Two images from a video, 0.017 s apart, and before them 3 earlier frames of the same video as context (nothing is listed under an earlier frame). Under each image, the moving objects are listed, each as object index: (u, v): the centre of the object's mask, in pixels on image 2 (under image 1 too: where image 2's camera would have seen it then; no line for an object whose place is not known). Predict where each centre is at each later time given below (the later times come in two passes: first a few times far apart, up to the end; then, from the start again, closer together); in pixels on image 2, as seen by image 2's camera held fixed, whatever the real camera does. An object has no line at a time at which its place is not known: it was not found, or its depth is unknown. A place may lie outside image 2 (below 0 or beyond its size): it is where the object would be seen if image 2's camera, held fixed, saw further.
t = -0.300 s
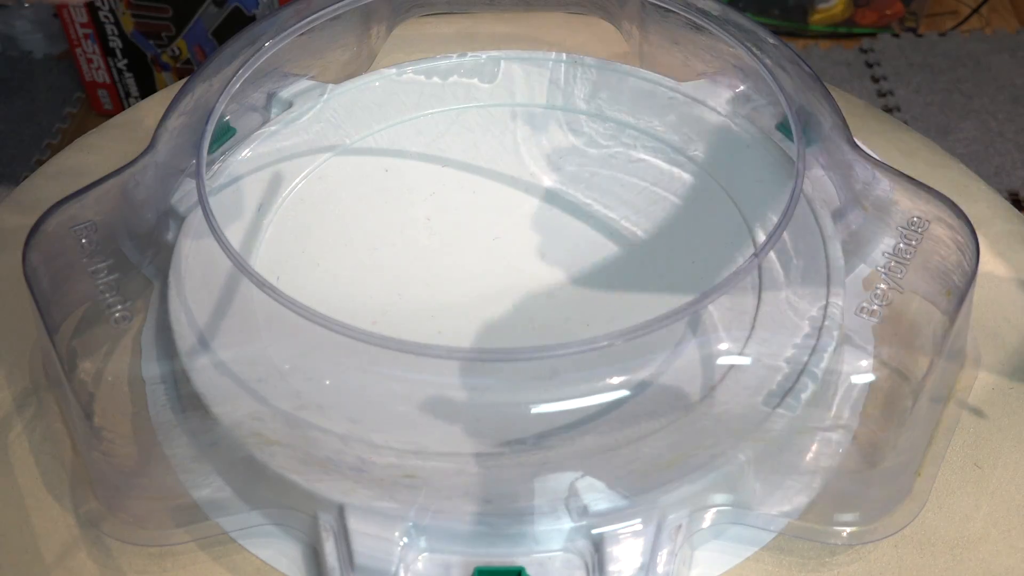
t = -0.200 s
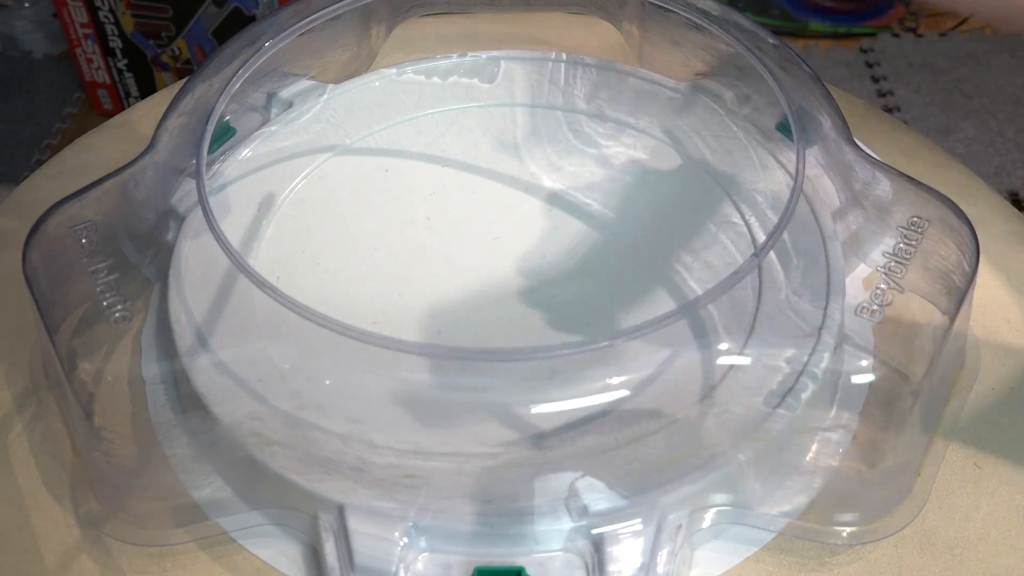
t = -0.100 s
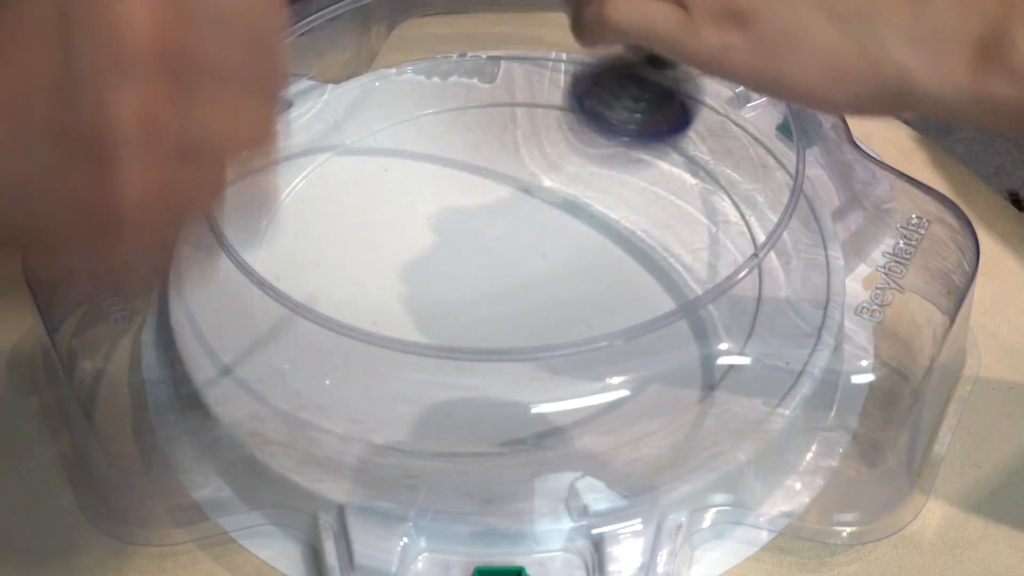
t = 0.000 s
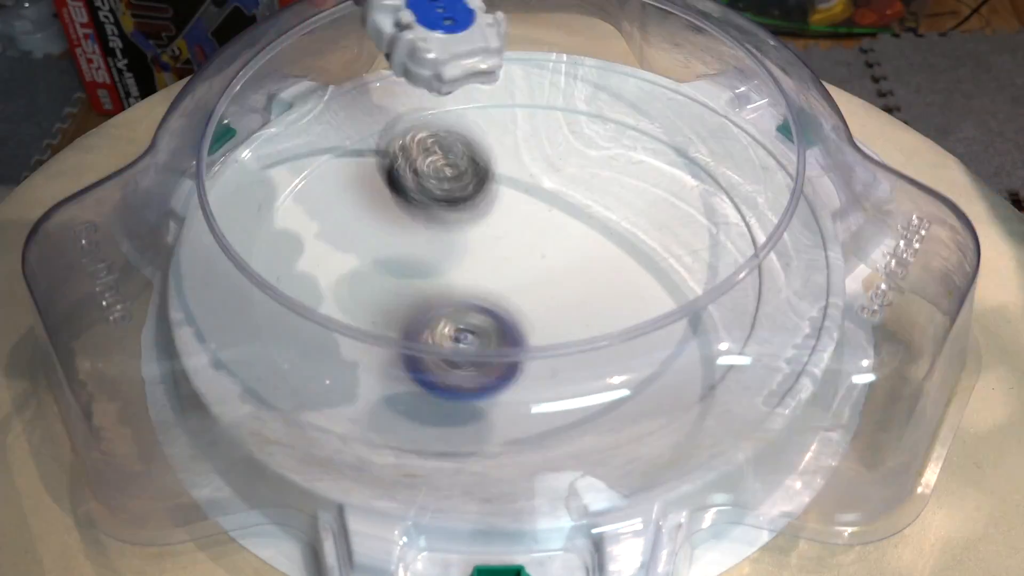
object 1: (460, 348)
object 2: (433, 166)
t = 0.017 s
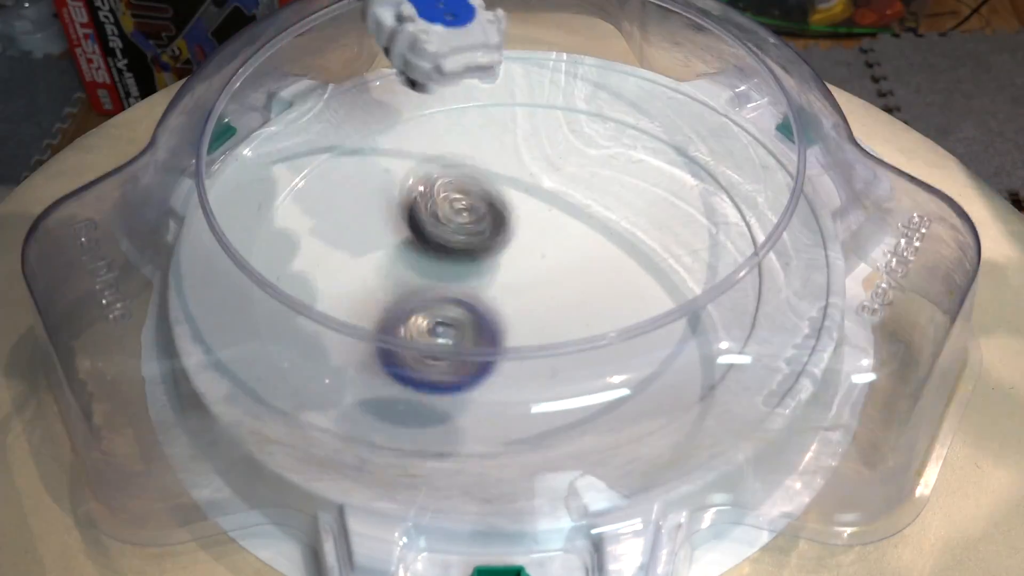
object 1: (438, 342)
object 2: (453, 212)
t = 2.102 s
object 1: (603, 92)
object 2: (710, 392)
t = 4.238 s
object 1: (412, 329)
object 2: (314, 135)
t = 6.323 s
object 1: (442, 209)
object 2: (406, 330)
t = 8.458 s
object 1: (460, 178)
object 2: (624, 382)
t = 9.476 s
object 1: (426, 203)
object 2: (637, 200)
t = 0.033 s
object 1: (413, 336)
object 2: (471, 196)
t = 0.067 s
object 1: (365, 348)
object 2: (503, 157)
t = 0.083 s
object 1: (342, 358)
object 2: (521, 138)
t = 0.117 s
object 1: (307, 371)
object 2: (555, 119)
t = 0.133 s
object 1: (303, 358)
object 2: (573, 116)
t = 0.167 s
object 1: (300, 340)
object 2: (605, 119)
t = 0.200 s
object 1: (305, 315)
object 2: (636, 141)
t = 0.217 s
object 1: (308, 301)
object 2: (651, 159)
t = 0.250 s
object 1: (317, 274)
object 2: (670, 159)
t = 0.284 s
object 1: (327, 245)
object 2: (682, 161)
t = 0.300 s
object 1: (333, 229)
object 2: (686, 170)
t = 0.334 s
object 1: (346, 201)
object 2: (695, 191)
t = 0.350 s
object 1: (353, 187)
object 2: (696, 197)
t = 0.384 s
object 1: (374, 160)
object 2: (696, 216)
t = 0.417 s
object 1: (399, 139)
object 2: (688, 239)
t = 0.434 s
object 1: (414, 130)
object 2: (682, 249)
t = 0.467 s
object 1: (446, 119)
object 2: (666, 269)
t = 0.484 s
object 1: (464, 114)
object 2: (656, 279)
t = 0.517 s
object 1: (499, 109)
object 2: (640, 313)
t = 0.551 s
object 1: (537, 112)
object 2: (612, 340)
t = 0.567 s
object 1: (556, 114)
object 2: (593, 353)
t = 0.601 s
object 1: (593, 124)
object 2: (558, 374)
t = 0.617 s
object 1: (610, 131)
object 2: (536, 384)
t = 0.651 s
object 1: (646, 151)
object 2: (491, 404)
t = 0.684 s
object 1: (676, 172)
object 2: (441, 411)
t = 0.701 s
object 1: (688, 184)
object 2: (416, 410)
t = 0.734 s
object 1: (711, 213)
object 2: (377, 395)
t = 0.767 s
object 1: (728, 245)
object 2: (343, 375)
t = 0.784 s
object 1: (735, 263)
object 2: (330, 356)
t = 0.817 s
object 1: (736, 298)
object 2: (302, 326)
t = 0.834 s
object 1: (735, 317)
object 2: (290, 310)
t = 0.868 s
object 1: (705, 351)
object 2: (282, 272)
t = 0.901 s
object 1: (665, 383)
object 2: (281, 239)
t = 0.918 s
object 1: (640, 395)
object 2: (282, 221)
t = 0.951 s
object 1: (578, 414)
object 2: (297, 189)
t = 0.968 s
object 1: (544, 418)
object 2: (307, 175)
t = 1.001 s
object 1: (477, 422)
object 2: (333, 147)
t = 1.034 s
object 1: (405, 416)
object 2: (366, 125)
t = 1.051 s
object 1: (376, 401)
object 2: (383, 115)
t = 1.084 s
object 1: (321, 370)
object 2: (425, 99)
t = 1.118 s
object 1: (280, 328)
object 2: (466, 86)
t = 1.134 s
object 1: (271, 303)
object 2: (489, 83)
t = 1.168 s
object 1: (258, 255)
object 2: (538, 85)
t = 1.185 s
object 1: (264, 230)
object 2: (564, 88)
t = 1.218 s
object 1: (283, 186)
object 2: (613, 99)
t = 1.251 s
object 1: (314, 146)
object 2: (664, 123)
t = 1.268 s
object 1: (336, 128)
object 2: (684, 135)
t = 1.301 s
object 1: (391, 103)
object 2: (721, 174)
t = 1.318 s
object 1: (420, 89)
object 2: (735, 200)
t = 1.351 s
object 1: (484, 77)
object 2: (745, 249)
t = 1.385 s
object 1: (552, 79)
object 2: (730, 303)
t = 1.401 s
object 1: (588, 85)
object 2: (712, 333)
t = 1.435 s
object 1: (657, 108)
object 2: (661, 379)
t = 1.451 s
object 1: (691, 125)
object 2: (621, 397)
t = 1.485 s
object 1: (741, 176)
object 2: (531, 416)
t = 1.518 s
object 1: (761, 238)
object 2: (438, 415)
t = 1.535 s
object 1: (757, 274)
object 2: (396, 403)
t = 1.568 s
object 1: (719, 349)
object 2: (322, 372)
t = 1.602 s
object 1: (650, 405)
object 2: (272, 333)
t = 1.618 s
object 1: (608, 432)
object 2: (265, 299)
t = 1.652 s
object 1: (510, 453)
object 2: (256, 241)
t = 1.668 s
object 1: (465, 453)
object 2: (261, 216)
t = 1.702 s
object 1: (372, 434)
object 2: (283, 166)
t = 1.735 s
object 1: (298, 399)
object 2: (326, 125)
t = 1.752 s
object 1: (266, 380)
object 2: (354, 110)
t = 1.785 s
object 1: (209, 335)
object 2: (419, 84)
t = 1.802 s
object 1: (190, 312)
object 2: (455, 76)
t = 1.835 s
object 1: (183, 261)
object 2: (532, 71)
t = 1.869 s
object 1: (222, 231)
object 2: (607, 88)
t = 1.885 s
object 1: (246, 221)
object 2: (642, 100)
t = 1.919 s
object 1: (299, 198)
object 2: (703, 138)
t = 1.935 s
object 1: (324, 185)
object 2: (729, 166)
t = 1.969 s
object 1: (379, 160)
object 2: (755, 223)
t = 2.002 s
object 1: (434, 140)
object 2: (767, 283)
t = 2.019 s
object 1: (462, 131)
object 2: (772, 314)
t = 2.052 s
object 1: (519, 114)
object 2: (773, 363)
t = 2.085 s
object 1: (576, 99)
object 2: (735, 394)
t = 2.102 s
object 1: (603, 92)
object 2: (710, 392)
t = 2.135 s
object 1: (654, 90)
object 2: (663, 388)
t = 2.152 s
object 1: (682, 96)
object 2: (637, 388)
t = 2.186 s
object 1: (715, 117)
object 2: (586, 390)
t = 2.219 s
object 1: (744, 154)
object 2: (534, 376)
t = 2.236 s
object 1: (759, 172)
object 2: (508, 368)
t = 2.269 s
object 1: (787, 207)
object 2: (461, 346)
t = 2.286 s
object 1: (795, 228)
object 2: (439, 331)
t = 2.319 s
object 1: (806, 276)
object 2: (407, 300)
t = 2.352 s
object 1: (800, 318)
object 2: (381, 270)
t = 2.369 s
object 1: (795, 341)
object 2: (371, 253)
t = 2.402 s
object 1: (752, 382)
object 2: (359, 221)
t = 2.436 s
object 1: (700, 404)
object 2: (354, 190)
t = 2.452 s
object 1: (670, 404)
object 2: (357, 174)
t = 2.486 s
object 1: (598, 402)
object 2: (362, 147)
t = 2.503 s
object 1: (566, 403)
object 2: (368, 133)
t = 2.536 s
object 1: (496, 389)
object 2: (383, 108)
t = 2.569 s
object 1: (436, 372)
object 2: (412, 96)
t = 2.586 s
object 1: (408, 359)
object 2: (428, 96)
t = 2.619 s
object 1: (361, 327)
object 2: (463, 100)
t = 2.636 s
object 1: (343, 308)
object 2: (481, 100)
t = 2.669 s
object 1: (313, 270)
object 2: (519, 105)
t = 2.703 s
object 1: (296, 233)
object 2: (557, 108)
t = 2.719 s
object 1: (291, 215)
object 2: (575, 109)
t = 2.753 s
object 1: (288, 176)
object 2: (612, 115)
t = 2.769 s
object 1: (296, 160)
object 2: (632, 117)
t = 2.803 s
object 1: (319, 133)
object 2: (666, 124)
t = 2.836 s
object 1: (350, 110)
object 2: (689, 144)
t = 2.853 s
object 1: (369, 98)
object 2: (697, 159)
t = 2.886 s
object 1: (413, 87)
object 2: (710, 189)
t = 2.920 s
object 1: (462, 81)
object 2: (715, 222)
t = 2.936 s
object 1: (487, 78)
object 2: (712, 239)
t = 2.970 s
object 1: (542, 82)
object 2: (700, 274)
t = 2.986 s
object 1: (570, 85)
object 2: (690, 290)
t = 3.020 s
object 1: (629, 102)
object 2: (660, 318)
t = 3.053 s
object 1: (680, 129)
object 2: (619, 347)
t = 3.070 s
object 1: (697, 145)
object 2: (591, 362)
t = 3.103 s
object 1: (733, 182)
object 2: (544, 368)
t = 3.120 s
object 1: (740, 203)
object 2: (516, 369)
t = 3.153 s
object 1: (749, 247)
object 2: (461, 371)
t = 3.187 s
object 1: (747, 288)
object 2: (412, 361)
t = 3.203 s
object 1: (739, 311)
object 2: (388, 352)
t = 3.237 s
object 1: (709, 352)
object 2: (347, 327)
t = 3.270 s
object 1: (659, 390)
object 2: (314, 302)
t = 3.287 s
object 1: (628, 403)
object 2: (299, 286)
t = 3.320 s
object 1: (557, 423)
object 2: (280, 253)
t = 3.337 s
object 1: (514, 428)
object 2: (276, 236)
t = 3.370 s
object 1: (429, 422)
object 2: (267, 205)
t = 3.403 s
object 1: (356, 400)
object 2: (280, 174)
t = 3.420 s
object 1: (325, 382)
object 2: (290, 162)
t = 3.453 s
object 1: (274, 335)
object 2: (316, 130)
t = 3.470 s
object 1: (259, 307)
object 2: (331, 121)
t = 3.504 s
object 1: (247, 252)
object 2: (373, 105)
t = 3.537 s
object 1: (261, 198)
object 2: (420, 91)
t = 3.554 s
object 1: (274, 174)
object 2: (441, 82)
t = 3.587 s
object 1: (319, 132)
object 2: (492, 81)
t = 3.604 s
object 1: (346, 116)
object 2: (516, 78)
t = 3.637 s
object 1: (409, 92)
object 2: (565, 85)
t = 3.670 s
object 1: (476, 78)
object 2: (607, 97)
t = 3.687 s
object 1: (512, 79)
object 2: (628, 105)
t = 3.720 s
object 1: (570, 87)
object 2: (675, 123)
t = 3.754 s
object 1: (589, 94)
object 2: (754, 161)
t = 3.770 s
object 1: (597, 100)
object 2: (785, 193)
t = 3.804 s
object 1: (618, 115)
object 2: (783, 263)
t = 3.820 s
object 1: (626, 121)
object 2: (779, 299)
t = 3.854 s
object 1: (644, 137)
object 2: (758, 364)
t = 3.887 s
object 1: (661, 156)
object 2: (710, 393)
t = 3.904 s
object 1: (667, 168)
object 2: (679, 384)
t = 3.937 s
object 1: (674, 196)
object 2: (617, 385)
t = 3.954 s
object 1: (674, 209)
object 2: (585, 371)
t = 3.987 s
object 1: (667, 238)
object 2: (520, 340)
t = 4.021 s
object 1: (652, 266)
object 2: (462, 312)
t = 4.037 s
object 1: (640, 277)
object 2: (436, 300)
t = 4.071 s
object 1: (610, 298)
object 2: (390, 272)
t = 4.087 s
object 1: (593, 309)
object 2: (370, 257)
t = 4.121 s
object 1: (555, 327)
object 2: (340, 228)
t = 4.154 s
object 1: (515, 334)
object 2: (318, 199)
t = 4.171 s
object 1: (492, 337)
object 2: (311, 183)
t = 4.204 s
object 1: (453, 335)
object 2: (305, 156)
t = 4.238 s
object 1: (412, 329)
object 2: (314, 135)
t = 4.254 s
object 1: (395, 320)
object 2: (323, 127)
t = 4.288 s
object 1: (363, 304)
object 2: (348, 120)
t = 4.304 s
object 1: (349, 296)
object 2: (363, 114)
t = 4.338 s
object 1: (325, 274)
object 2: (394, 106)
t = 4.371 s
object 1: (306, 250)
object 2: (424, 103)
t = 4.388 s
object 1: (299, 239)
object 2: (440, 100)
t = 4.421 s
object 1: (288, 215)
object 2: (473, 94)
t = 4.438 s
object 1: (286, 202)
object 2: (490, 96)
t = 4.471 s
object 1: (285, 177)
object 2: (525, 98)
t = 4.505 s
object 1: (302, 158)
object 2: (558, 112)
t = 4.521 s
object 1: (314, 151)
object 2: (574, 119)
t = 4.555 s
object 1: (342, 137)
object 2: (600, 136)
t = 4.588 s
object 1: (372, 126)
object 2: (621, 157)
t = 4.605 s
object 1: (387, 121)
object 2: (630, 170)
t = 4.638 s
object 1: (419, 112)
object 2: (643, 194)
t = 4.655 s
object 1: (434, 110)
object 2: (647, 208)
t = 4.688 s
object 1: (468, 113)
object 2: (650, 238)
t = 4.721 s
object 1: (499, 121)
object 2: (645, 265)
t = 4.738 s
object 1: (515, 128)
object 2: (639, 277)
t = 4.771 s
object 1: (543, 143)
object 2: (621, 297)
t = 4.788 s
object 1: (556, 152)
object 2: (616, 318)
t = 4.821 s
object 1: (579, 174)
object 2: (593, 338)
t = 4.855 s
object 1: (597, 198)
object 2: (566, 362)
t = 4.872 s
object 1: (603, 211)
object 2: (549, 369)
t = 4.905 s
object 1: (610, 238)
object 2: (509, 392)
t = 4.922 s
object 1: (611, 252)
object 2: (491, 386)
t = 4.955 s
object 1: (608, 278)
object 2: (454, 398)
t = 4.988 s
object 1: (594, 300)
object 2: (414, 394)
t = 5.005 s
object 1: (589, 316)
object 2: (394, 390)
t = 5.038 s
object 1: (569, 340)
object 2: (359, 381)
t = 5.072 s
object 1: (543, 358)
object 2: (324, 368)
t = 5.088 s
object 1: (527, 366)
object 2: (307, 359)
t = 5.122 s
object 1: (495, 378)
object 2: (281, 341)
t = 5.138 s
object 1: (477, 384)
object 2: (276, 323)
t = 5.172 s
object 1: (440, 386)
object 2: (262, 293)
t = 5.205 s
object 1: (403, 388)
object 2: (261, 262)
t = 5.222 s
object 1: (385, 385)
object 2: (267, 247)
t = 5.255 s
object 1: (354, 370)
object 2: (277, 222)
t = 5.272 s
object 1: (341, 364)
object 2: (284, 208)
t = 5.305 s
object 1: (317, 346)
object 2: (309, 184)
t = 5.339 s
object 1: (301, 325)
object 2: (338, 166)
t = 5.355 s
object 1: (296, 314)
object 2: (354, 159)
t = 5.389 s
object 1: (294, 291)
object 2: (388, 144)
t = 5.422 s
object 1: (303, 268)
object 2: (422, 136)
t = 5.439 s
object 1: (308, 256)
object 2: (441, 134)
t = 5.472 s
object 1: (324, 239)
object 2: (474, 129)
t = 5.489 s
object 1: (335, 231)
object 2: (493, 127)
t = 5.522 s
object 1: (362, 218)
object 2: (526, 128)
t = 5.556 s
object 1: (391, 206)
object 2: (559, 128)
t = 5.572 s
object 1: (407, 202)
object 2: (575, 131)
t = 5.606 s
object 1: (440, 196)
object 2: (607, 134)
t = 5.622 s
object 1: (457, 195)
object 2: (623, 138)
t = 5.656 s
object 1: (492, 194)
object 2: (652, 146)
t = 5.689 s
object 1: (525, 197)
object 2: (679, 155)
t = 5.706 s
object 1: (540, 198)
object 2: (691, 162)
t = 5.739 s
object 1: (572, 208)
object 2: (712, 176)
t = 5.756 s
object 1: (587, 213)
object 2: (723, 185)
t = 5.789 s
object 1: (612, 224)
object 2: (734, 202)
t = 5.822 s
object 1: (609, 240)
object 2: (768, 219)
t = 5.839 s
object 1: (592, 249)
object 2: (796, 227)
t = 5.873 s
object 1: (555, 272)
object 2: (827, 259)
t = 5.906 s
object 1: (518, 287)
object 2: (804, 288)
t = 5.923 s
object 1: (500, 295)
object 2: (793, 306)
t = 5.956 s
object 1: (469, 306)
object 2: (758, 339)
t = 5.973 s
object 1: (455, 310)
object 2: (742, 352)
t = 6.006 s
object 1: (430, 314)
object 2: (707, 377)
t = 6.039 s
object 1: (411, 315)
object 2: (670, 396)
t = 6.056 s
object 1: (402, 313)
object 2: (653, 403)
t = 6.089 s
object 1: (391, 305)
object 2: (613, 415)
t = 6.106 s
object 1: (387, 299)
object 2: (595, 417)
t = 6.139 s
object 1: (380, 290)
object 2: (559, 417)
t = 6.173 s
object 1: (377, 276)
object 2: (525, 413)
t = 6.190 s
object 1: (378, 269)
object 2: (509, 412)
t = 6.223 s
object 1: (384, 252)
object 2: (472, 399)
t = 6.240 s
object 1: (391, 244)
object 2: (456, 393)
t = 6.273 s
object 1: (407, 229)
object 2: (431, 372)
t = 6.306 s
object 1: (429, 214)
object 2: (412, 341)
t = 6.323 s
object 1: (442, 209)
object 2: (406, 330)
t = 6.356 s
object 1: (469, 199)
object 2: (398, 302)
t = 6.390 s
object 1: (498, 195)
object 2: (391, 282)
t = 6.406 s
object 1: (512, 193)
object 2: (391, 269)
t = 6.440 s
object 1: (539, 193)
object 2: (394, 246)
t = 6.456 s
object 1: (553, 195)
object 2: (396, 236)
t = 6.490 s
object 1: (577, 201)
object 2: (404, 217)
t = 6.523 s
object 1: (600, 213)
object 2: (413, 199)
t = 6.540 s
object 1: (610, 219)
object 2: (421, 190)
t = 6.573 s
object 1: (626, 235)
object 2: (433, 174)
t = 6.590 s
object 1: (633, 242)
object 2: (439, 168)
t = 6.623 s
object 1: (638, 262)
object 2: (452, 153)
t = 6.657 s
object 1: (634, 282)
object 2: (467, 139)
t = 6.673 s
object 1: (628, 289)
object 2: (475, 133)
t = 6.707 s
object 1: (616, 307)
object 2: (491, 122)
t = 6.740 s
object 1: (599, 324)
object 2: (509, 112)
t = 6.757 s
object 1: (589, 329)
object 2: (519, 109)
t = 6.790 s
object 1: (564, 339)
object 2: (537, 103)
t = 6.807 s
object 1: (552, 342)
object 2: (546, 99)
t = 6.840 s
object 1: (525, 345)
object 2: (565, 96)
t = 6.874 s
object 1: (497, 344)
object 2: (585, 94)
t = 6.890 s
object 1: (483, 342)
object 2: (594, 96)
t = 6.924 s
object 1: (458, 333)
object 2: (614, 102)
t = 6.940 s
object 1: (449, 326)
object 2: (625, 107)
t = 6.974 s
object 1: (432, 311)
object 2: (641, 117)
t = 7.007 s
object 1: (413, 299)
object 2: (652, 135)
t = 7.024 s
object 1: (406, 294)
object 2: (654, 145)
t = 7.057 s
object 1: (398, 278)
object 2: (656, 168)
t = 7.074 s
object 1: (395, 270)
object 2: (655, 180)
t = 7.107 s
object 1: (394, 253)
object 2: (645, 207)
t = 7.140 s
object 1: (396, 233)
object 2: (633, 227)
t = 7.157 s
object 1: (399, 225)
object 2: (624, 236)
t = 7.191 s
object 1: (407, 209)
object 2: (603, 258)
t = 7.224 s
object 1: (417, 195)
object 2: (579, 274)
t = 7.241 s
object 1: (424, 188)
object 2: (564, 283)
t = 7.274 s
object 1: (439, 176)
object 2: (536, 295)
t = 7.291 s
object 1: (447, 172)
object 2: (521, 299)
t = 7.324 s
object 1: (465, 164)
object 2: (490, 305)
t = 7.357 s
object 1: (484, 157)
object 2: (461, 307)
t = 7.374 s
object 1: (496, 156)
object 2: (446, 307)
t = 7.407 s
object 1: (516, 154)
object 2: (415, 312)
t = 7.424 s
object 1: (526, 155)
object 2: (402, 311)
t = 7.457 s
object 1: (548, 157)
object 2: (375, 306)
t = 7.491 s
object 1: (568, 163)
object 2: (350, 299)
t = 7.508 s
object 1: (579, 167)
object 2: (338, 294)
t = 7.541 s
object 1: (596, 177)
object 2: (318, 284)
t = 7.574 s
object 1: (610, 190)
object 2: (299, 271)
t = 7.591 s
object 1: (616, 199)
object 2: (292, 263)
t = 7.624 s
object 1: (625, 216)
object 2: (280, 248)
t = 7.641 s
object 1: (627, 224)
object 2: (275, 240)
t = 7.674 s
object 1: (628, 241)
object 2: (273, 226)
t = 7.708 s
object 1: (624, 259)
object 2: (275, 210)
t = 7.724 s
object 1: (622, 270)
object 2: (279, 199)
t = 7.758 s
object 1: (610, 286)
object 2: (294, 185)
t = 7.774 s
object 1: (602, 293)
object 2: (303, 180)
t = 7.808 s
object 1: (585, 306)
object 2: (326, 172)
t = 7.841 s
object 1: (566, 320)
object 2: (351, 170)
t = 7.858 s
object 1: (555, 326)
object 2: (365, 168)
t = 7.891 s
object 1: (531, 334)
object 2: (395, 169)
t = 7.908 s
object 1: (517, 336)
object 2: (408, 170)
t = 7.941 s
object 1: (491, 339)
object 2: (438, 175)
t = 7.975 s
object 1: (466, 339)
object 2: (464, 183)
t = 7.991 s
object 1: (454, 337)
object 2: (478, 187)
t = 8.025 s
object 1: (430, 331)
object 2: (505, 198)
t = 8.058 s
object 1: (408, 321)
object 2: (528, 208)
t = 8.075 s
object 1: (399, 316)
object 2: (541, 214)
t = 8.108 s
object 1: (383, 301)
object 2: (562, 226)
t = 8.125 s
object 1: (377, 294)
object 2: (572, 232)
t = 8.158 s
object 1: (365, 281)
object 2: (591, 246)
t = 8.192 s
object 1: (358, 266)
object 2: (605, 260)
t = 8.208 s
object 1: (357, 259)
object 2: (615, 267)
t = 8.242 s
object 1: (358, 242)
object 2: (626, 280)
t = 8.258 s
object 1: (361, 233)
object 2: (630, 285)
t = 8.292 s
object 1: (369, 220)
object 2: (642, 303)
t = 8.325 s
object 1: (381, 206)
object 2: (646, 319)
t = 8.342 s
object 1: (390, 199)
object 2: (649, 326)
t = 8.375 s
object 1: (407, 190)
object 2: (646, 343)
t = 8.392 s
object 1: (417, 186)
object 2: (646, 350)
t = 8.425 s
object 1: (438, 180)
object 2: (636, 364)
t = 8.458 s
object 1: (460, 178)
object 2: (624, 382)
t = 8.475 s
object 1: (471, 175)
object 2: (615, 387)
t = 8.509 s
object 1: (494, 177)
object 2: (592, 396)
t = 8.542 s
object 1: (517, 179)
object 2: (564, 399)
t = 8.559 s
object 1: (528, 180)
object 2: (549, 400)
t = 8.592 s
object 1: (550, 186)
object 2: (518, 397)
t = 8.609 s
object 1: (559, 192)
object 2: (504, 394)
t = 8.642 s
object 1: (578, 199)
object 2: (482, 389)
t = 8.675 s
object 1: (594, 212)
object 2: (465, 365)
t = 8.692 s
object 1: (600, 217)
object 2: (459, 357)
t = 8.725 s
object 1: (612, 232)
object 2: (446, 334)
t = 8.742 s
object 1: (617, 239)
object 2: (445, 317)
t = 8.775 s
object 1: (624, 253)
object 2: (437, 304)
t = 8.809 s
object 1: (627, 271)
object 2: (434, 288)
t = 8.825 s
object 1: (626, 277)
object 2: (434, 278)
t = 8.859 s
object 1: (622, 287)
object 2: (437, 259)
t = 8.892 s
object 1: (616, 304)
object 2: (442, 241)
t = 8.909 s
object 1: (611, 313)
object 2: (444, 232)
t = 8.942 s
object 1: (598, 327)
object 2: (452, 214)
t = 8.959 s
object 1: (590, 334)
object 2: (456, 205)
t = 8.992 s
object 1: (571, 342)
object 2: (466, 188)
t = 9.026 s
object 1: (548, 350)
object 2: (476, 174)
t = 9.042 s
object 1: (537, 353)
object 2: (483, 166)
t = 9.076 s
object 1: (512, 353)
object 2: (495, 153)
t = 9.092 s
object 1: (499, 353)
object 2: (502, 148)
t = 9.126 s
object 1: (475, 349)
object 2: (517, 134)
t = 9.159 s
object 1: (453, 341)
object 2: (532, 125)
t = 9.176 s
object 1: (443, 336)
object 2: (543, 122)
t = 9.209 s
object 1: (425, 322)
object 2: (559, 114)
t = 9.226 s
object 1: (419, 315)
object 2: (569, 113)
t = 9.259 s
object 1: (407, 299)
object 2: (585, 111)
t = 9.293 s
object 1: (399, 285)
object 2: (607, 115)
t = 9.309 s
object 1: (397, 277)
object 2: (614, 116)
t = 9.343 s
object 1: (396, 260)
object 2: (629, 125)
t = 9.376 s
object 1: (400, 246)
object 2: (640, 140)
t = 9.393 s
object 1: (402, 239)
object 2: (643, 152)
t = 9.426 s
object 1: (410, 222)
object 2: (646, 169)
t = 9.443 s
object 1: (416, 214)
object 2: (643, 179)
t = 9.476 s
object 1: (426, 203)
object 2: (637, 200)
